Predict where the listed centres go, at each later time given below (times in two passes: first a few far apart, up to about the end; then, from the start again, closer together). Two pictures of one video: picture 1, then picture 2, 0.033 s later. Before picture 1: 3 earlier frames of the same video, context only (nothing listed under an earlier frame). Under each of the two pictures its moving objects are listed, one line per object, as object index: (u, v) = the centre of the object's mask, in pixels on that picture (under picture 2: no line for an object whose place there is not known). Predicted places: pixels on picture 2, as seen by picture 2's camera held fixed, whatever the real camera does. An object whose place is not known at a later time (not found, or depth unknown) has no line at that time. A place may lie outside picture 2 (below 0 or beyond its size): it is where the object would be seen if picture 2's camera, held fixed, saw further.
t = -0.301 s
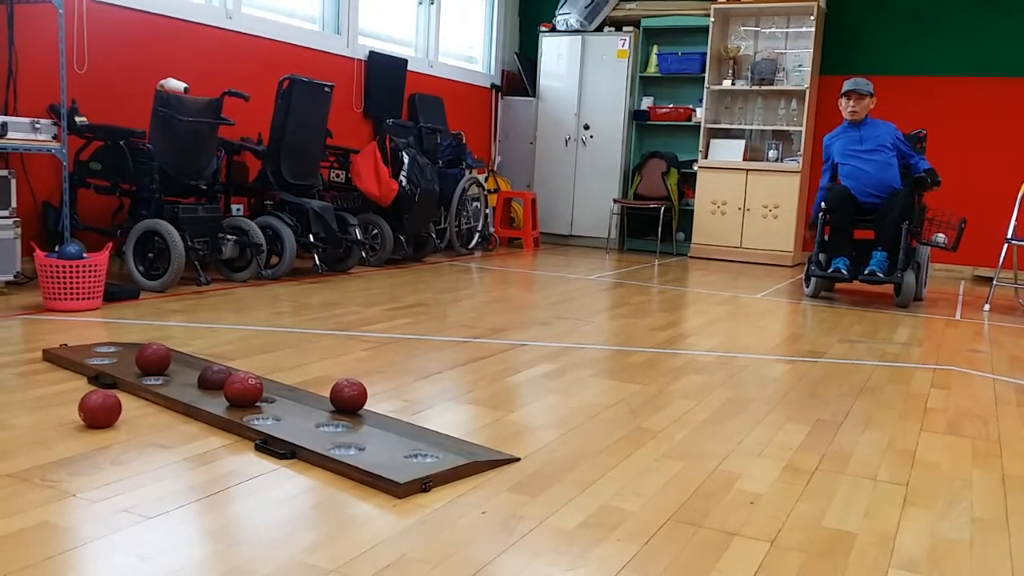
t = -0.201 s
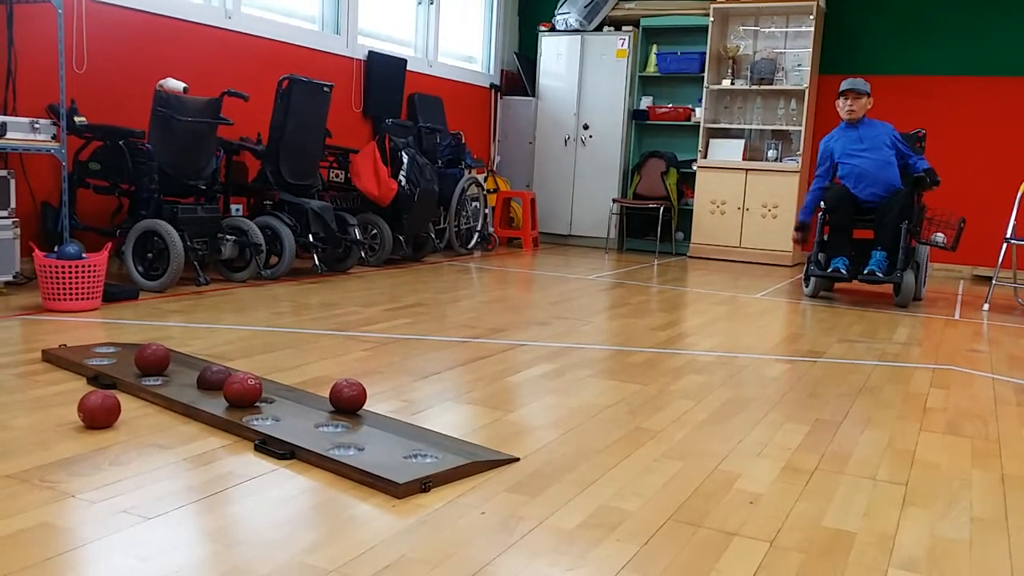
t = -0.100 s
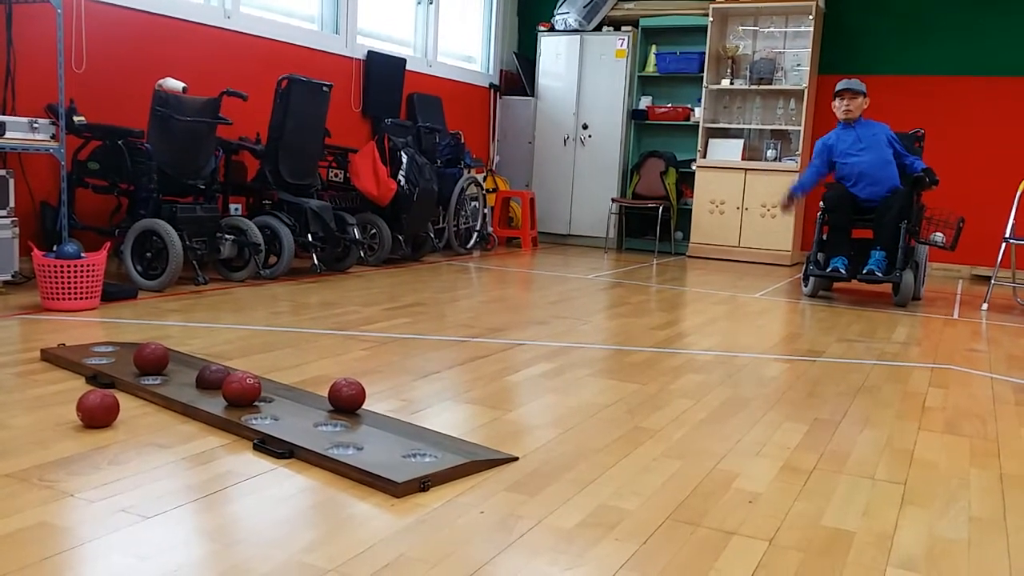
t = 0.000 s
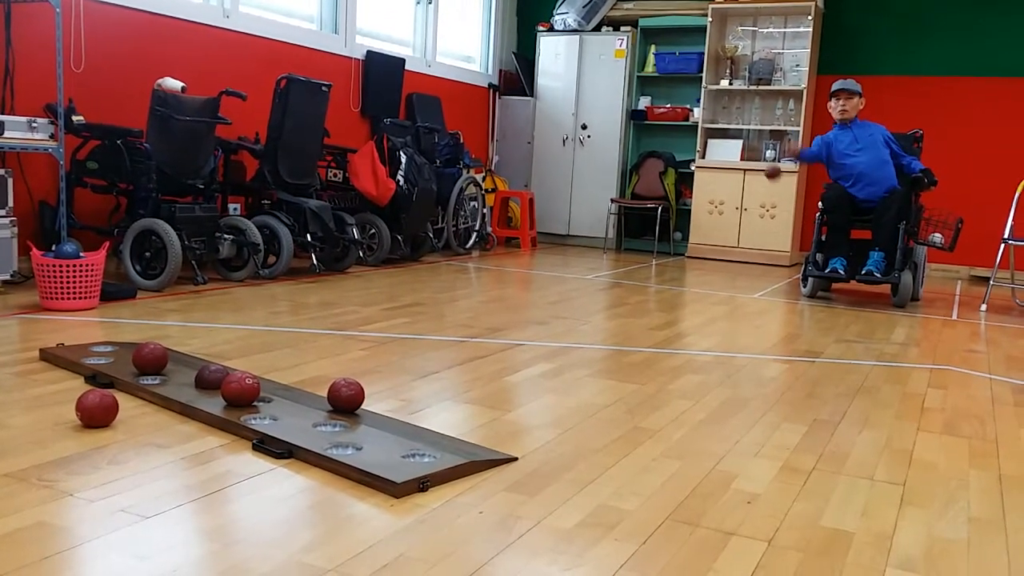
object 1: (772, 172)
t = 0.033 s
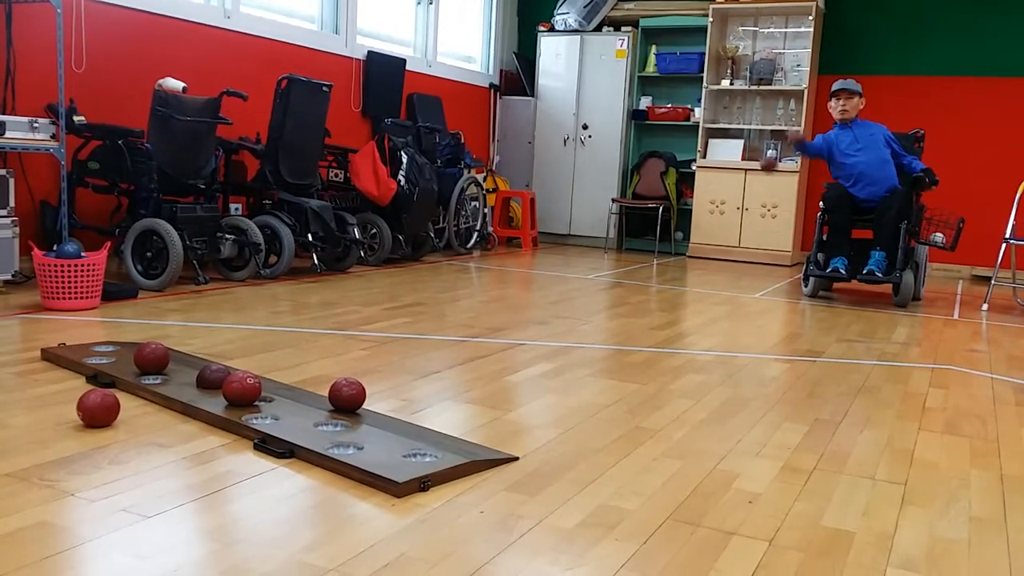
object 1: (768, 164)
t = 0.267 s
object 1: (718, 169)
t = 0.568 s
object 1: (607, 344)
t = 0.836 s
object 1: (525, 384)
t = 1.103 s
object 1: (432, 412)
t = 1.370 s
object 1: (354, 427)
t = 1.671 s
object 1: (341, 436)
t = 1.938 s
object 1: (344, 438)
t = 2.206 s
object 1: (344, 438)
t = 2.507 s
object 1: (343, 438)
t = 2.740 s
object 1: (344, 438)
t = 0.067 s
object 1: (761, 158)
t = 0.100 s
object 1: (756, 154)
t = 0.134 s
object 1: (752, 152)
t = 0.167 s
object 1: (745, 152)
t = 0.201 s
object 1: (735, 155)
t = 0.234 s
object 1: (726, 160)
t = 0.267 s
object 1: (718, 169)
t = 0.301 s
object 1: (708, 180)
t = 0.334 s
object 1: (695, 194)
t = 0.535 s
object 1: (615, 348)
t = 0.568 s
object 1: (607, 344)
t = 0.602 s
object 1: (598, 344)
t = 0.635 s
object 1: (589, 346)
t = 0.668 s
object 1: (579, 353)
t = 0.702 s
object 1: (568, 364)
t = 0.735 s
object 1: (556, 372)
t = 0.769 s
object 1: (547, 373)
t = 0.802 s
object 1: (537, 378)
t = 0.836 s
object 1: (525, 384)
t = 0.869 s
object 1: (514, 386)
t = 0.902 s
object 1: (503, 391)
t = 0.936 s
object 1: (493, 394)
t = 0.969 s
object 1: (480, 397)
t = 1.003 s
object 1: (469, 401)
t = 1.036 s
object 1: (457, 406)
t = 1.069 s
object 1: (445, 409)
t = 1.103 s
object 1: (432, 412)
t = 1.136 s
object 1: (422, 410)
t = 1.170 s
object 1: (412, 411)
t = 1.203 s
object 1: (402, 415)
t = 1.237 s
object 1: (392, 414)
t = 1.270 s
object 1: (383, 416)
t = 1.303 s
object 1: (372, 420)
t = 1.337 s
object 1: (363, 423)
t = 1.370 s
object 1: (354, 427)
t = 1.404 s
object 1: (344, 433)
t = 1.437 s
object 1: (338, 435)
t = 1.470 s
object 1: (337, 434)
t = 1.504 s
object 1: (335, 434)
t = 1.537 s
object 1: (335, 434)
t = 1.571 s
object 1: (335, 434)
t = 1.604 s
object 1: (336, 434)
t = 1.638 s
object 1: (338, 435)
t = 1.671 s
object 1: (341, 436)
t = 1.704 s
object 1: (344, 438)
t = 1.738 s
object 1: (344, 438)
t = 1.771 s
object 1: (344, 438)
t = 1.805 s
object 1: (344, 438)
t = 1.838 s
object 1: (344, 438)
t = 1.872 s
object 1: (344, 438)
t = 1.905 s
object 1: (344, 438)
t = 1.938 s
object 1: (344, 438)
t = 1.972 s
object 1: (344, 438)
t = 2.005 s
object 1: (344, 438)
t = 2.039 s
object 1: (344, 438)
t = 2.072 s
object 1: (344, 438)
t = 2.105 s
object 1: (344, 438)
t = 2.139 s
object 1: (344, 438)
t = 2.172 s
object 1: (344, 438)
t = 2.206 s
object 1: (344, 438)
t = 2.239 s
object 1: (344, 438)
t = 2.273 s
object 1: (344, 438)
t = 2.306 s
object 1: (343, 438)
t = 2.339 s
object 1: (343, 438)
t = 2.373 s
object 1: (344, 438)
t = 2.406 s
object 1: (344, 438)
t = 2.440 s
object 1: (343, 438)
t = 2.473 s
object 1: (343, 438)
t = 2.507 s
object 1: (343, 438)
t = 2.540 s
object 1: (343, 438)
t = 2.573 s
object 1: (344, 438)
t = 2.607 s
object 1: (344, 438)
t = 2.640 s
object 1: (344, 438)
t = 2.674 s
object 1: (344, 438)
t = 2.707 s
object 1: (343, 438)
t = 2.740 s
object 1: (344, 438)
